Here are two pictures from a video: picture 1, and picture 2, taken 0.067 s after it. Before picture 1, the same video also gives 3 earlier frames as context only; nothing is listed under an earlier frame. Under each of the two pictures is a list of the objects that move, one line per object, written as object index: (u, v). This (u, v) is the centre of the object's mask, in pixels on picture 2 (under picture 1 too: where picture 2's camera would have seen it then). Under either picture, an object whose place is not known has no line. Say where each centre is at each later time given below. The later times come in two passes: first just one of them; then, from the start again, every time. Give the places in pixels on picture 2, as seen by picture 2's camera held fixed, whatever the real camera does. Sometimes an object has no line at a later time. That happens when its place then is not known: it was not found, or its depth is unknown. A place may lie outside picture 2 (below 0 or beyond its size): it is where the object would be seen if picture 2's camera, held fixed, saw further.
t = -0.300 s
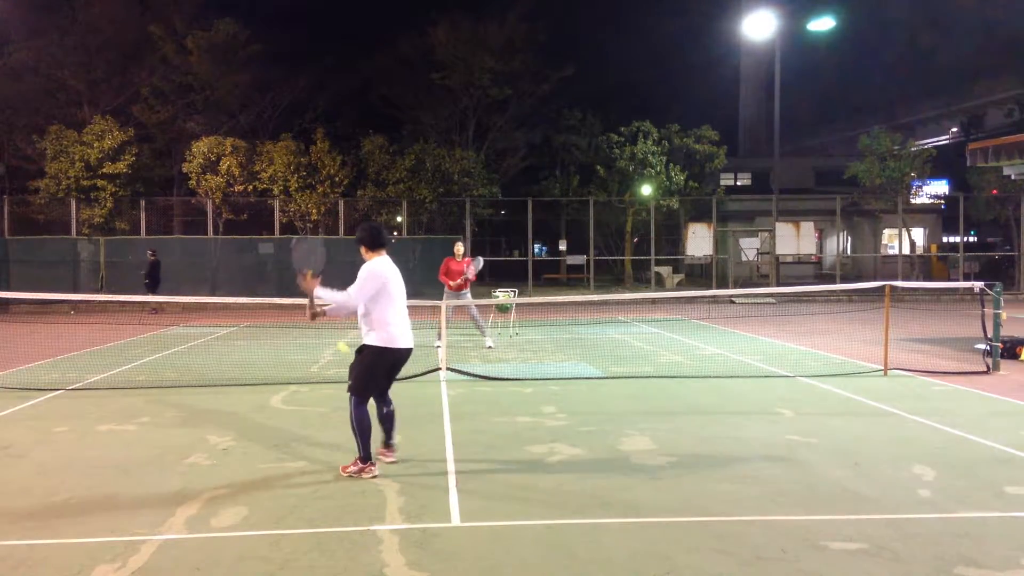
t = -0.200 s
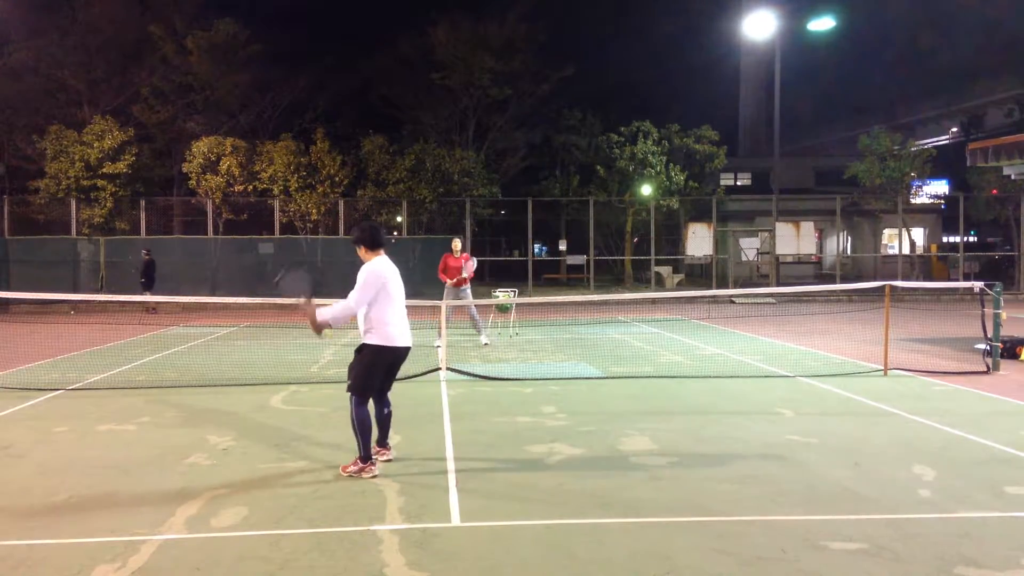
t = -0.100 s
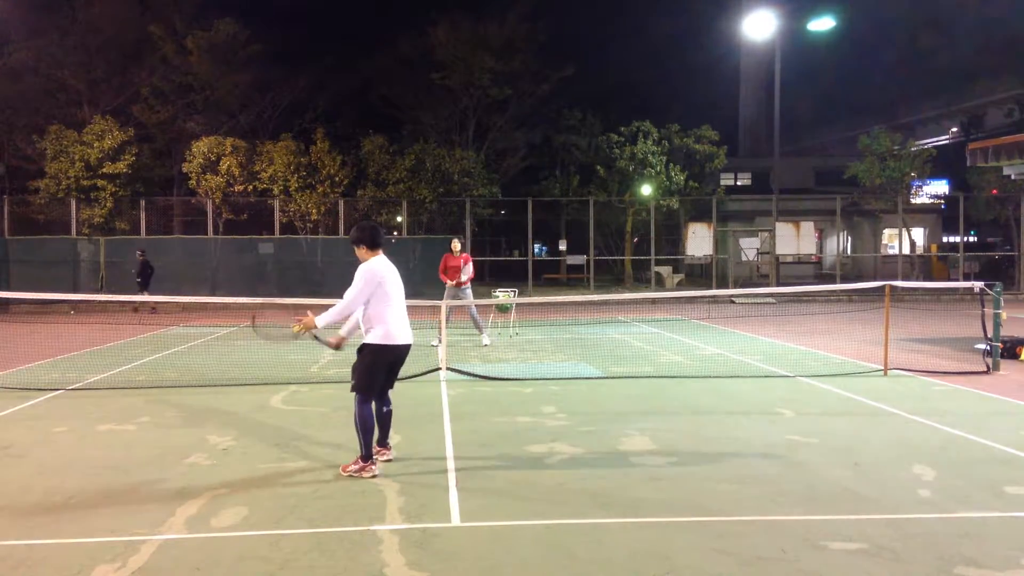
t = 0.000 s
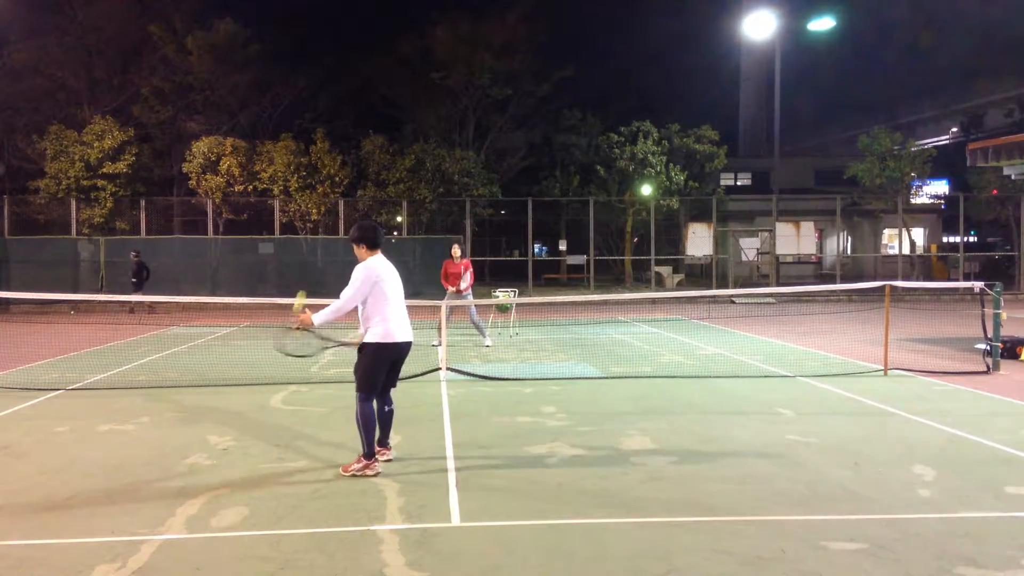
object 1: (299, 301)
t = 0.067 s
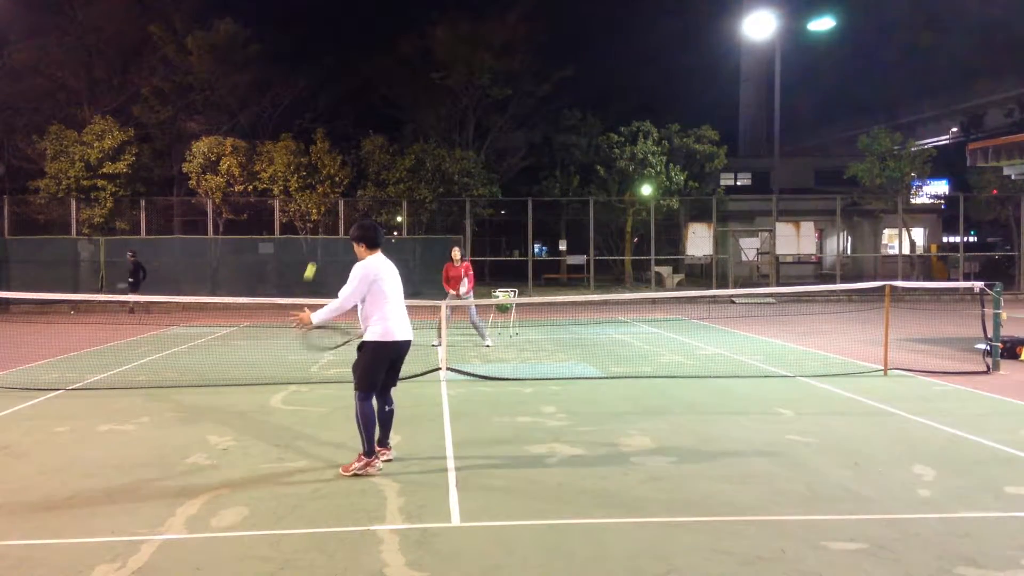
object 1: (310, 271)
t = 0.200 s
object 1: (327, 234)
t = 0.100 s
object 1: (315, 258)
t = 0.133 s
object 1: (319, 249)
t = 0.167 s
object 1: (323, 241)
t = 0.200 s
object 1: (327, 234)
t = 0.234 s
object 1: (330, 229)
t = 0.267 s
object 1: (333, 225)
